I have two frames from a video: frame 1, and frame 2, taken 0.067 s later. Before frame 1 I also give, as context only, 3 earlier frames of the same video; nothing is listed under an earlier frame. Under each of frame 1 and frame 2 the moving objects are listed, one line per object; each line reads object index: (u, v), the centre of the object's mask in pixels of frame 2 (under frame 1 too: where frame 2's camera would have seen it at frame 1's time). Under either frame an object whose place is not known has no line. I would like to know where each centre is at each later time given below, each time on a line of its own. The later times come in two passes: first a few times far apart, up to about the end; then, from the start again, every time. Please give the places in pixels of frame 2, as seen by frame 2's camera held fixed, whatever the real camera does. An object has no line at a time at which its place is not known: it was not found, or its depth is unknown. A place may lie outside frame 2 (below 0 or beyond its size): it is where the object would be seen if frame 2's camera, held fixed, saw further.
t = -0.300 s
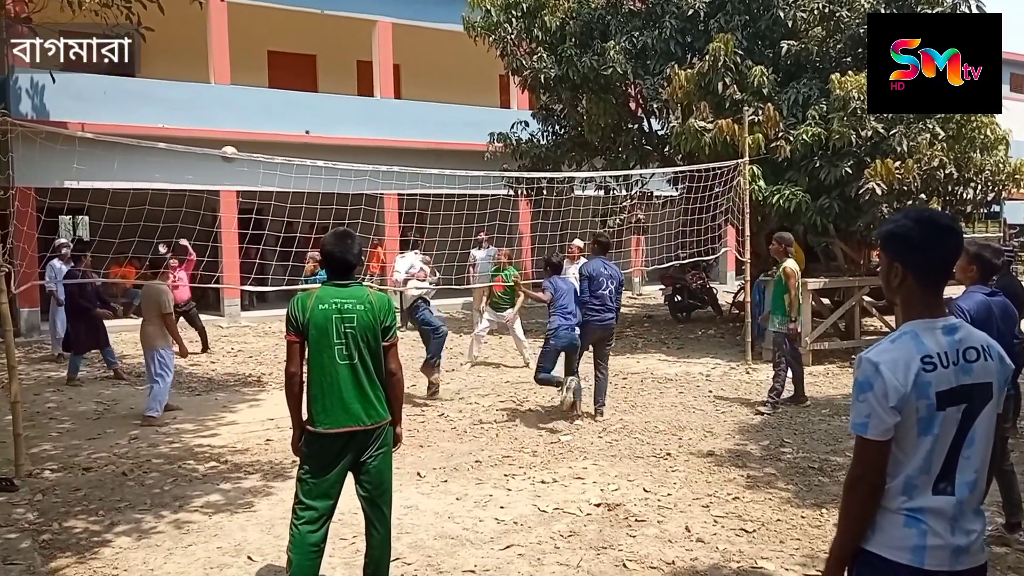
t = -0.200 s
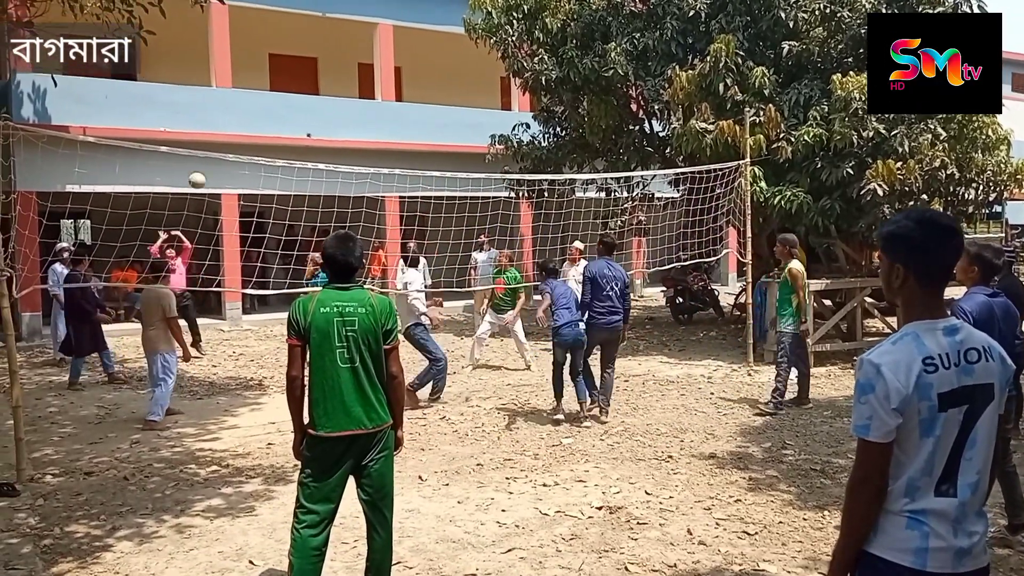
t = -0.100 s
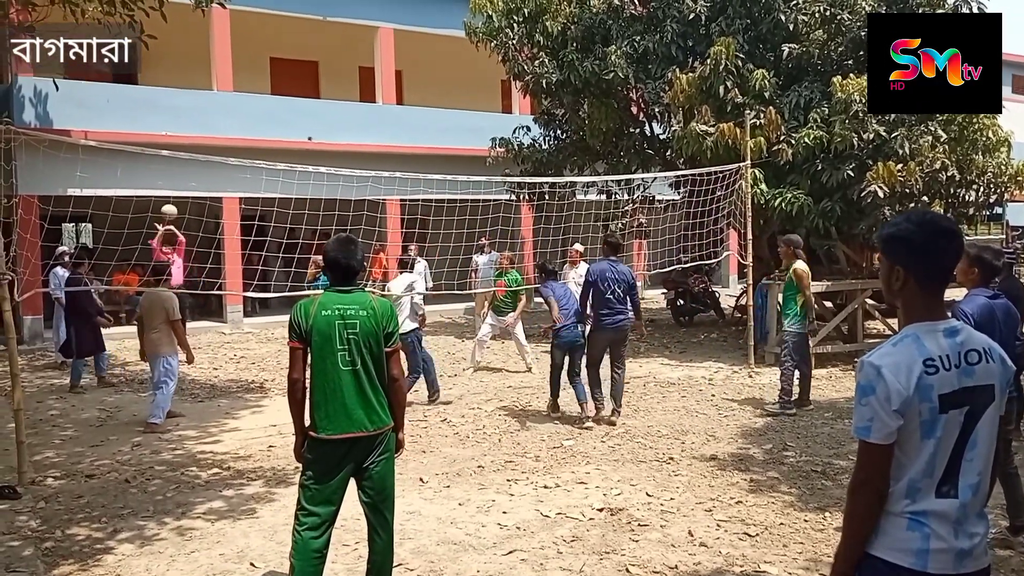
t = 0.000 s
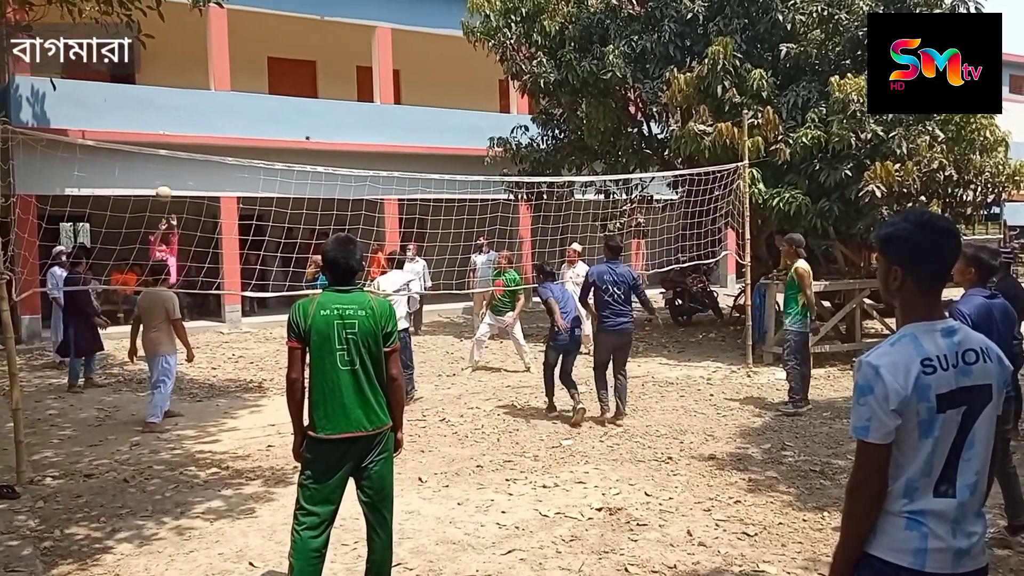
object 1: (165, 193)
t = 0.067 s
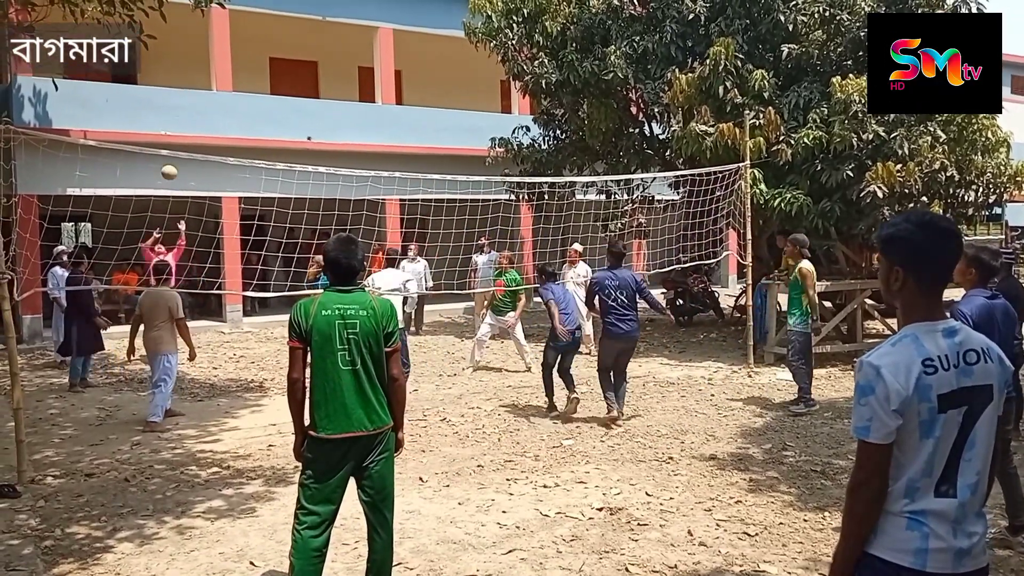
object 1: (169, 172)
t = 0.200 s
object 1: (177, 138)
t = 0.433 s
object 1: (192, 113)
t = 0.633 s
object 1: (204, 120)
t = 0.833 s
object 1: (219, 152)
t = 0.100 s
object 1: (171, 163)
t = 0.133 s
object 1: (173, 152)
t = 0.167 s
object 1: (175, 145)
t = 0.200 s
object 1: (177, 138)
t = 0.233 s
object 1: (179, 133)
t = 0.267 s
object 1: (181, 128)
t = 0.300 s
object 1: (183, 123)
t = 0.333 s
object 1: (185, 120)
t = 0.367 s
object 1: (187, 116)
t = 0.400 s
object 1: (189, 114)
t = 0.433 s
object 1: (192, 113)
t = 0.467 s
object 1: (194, 112)
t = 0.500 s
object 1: (195, 112)
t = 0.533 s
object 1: (198, 113)
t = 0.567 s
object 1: (201, 115)
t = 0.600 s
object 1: (202, 117)
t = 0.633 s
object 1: (204, 120)
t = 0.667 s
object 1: (207, 124)
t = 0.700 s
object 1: (209, 129)
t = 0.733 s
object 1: (211, 134)
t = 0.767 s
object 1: (214, 138)
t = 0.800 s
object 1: (217, 145)
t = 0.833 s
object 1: (219, 152)
